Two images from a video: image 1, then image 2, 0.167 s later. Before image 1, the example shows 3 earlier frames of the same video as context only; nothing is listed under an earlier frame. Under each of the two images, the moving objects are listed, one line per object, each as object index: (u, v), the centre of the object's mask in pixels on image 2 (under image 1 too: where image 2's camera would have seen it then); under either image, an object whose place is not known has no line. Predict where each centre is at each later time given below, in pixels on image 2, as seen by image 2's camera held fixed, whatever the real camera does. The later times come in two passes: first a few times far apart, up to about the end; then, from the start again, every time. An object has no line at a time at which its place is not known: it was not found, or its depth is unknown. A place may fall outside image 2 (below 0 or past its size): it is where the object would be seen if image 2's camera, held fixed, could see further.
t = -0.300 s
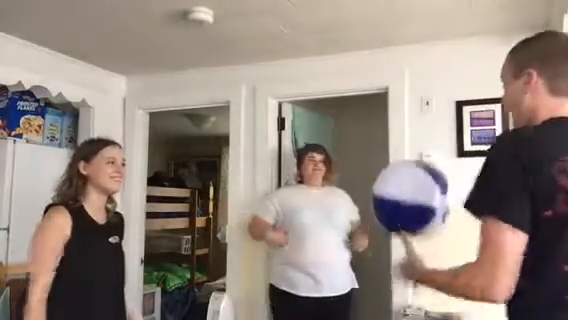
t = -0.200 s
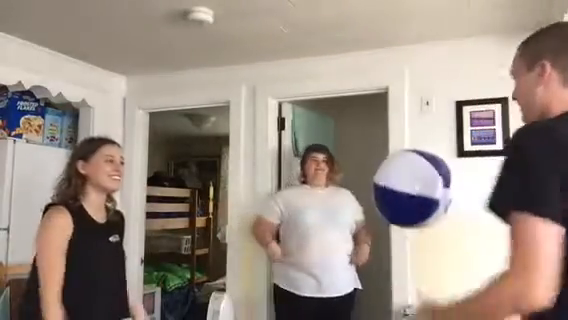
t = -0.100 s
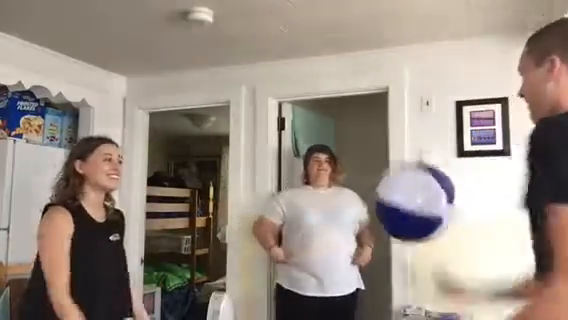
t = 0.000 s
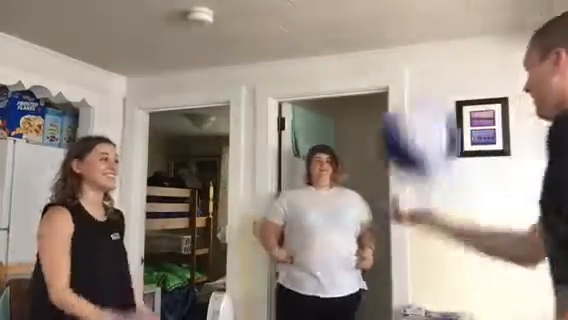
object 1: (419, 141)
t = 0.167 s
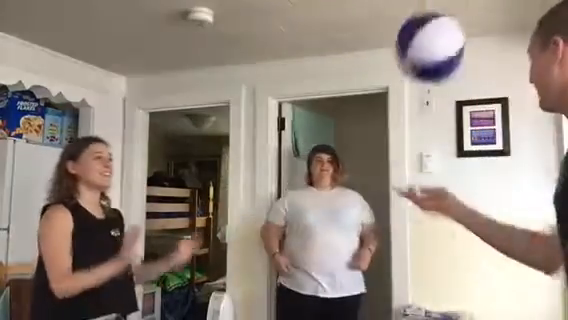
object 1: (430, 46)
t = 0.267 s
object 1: (435, 31)
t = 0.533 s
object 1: (442, 73)
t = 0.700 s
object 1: (446, 154)
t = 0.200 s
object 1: (432, 38)
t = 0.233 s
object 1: (434, 33)
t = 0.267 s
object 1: (435, 31)
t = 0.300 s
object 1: (436, 30)
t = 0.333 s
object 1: (437, 31)
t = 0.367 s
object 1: (438, 33)
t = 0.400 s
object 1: (439, 38)
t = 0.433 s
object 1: (440, 45)
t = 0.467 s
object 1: (441, 53)
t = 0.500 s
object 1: (442, 63)
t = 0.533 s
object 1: (442, 73)
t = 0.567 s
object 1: (442, 82)
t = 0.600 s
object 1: (443, 97)
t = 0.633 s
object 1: (445, 115)
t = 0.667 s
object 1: (447, 135)
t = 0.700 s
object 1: (446, 154)
